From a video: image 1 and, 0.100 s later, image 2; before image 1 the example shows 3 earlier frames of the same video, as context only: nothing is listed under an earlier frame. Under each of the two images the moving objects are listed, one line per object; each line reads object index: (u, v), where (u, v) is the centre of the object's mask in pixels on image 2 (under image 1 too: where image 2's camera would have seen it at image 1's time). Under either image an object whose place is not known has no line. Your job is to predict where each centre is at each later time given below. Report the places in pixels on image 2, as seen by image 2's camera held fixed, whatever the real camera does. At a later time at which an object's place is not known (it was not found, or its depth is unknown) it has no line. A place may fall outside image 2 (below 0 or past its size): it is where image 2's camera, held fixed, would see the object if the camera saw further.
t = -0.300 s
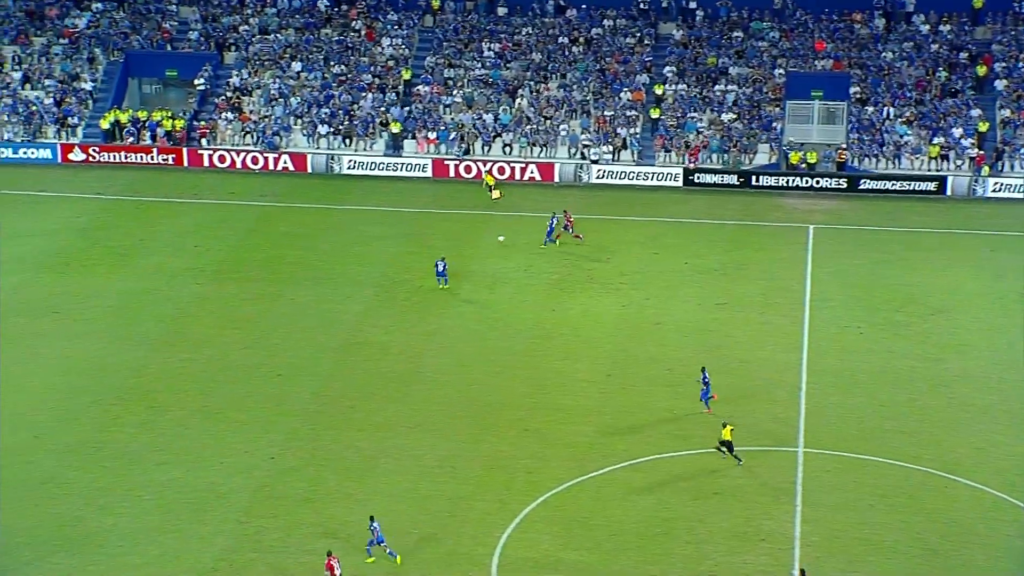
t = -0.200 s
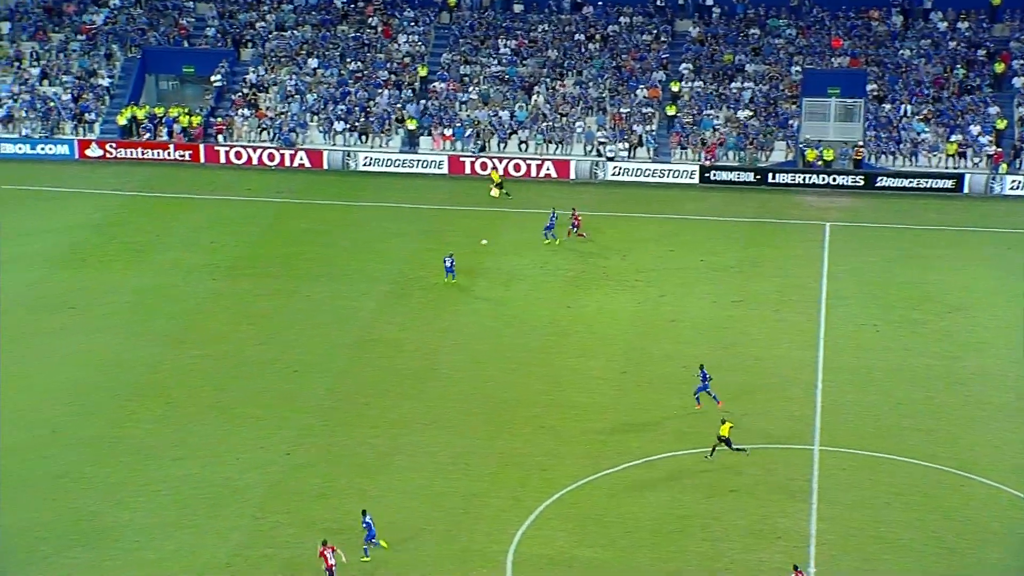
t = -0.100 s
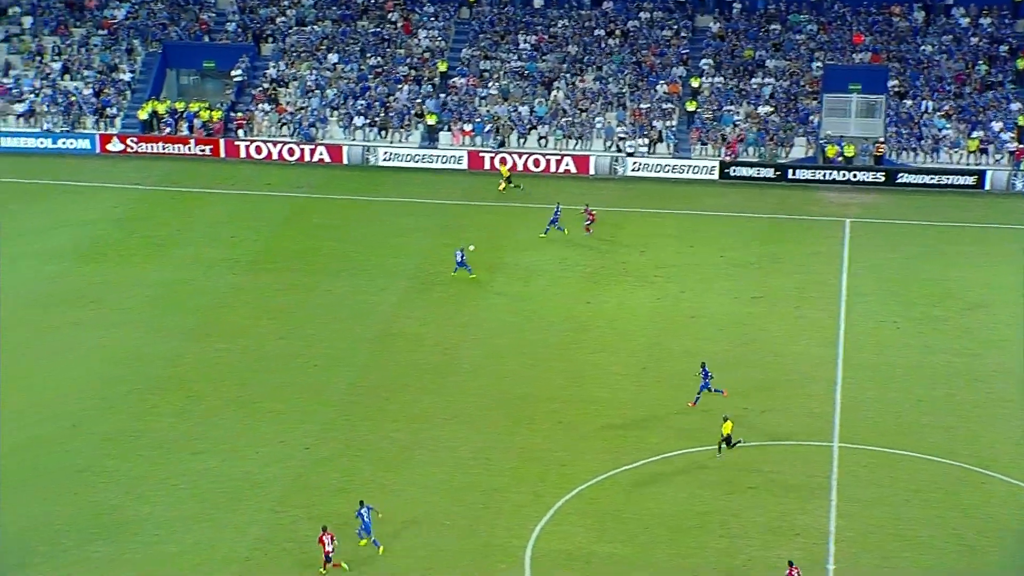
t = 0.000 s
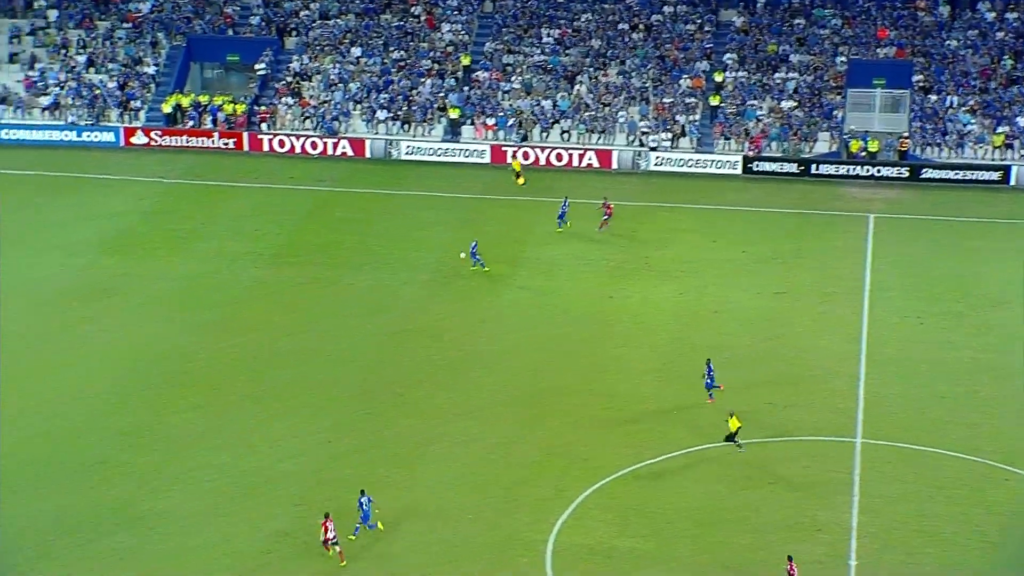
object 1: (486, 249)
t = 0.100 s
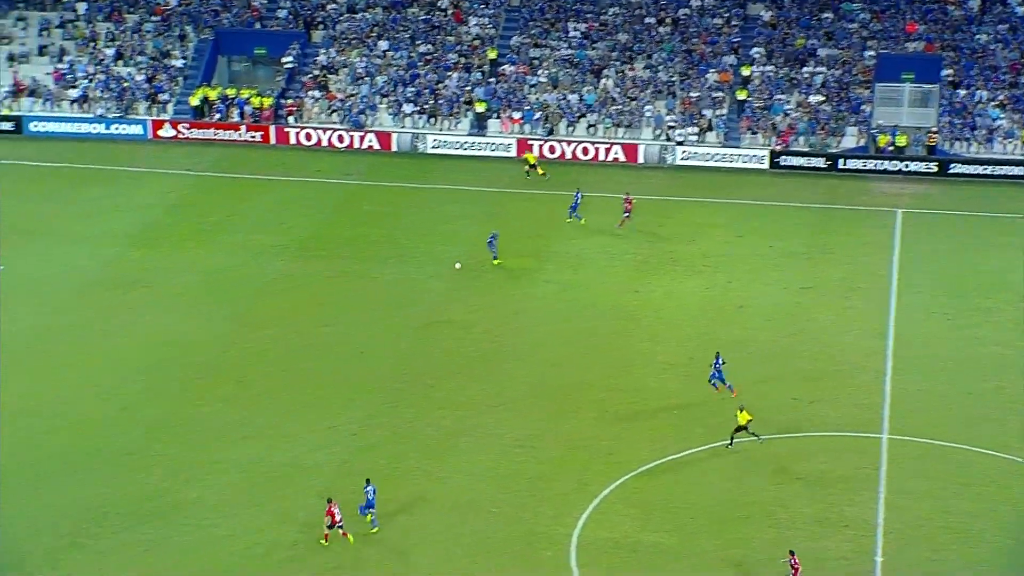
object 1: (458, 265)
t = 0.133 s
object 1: (448, 271)
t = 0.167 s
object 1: (438, 279)
